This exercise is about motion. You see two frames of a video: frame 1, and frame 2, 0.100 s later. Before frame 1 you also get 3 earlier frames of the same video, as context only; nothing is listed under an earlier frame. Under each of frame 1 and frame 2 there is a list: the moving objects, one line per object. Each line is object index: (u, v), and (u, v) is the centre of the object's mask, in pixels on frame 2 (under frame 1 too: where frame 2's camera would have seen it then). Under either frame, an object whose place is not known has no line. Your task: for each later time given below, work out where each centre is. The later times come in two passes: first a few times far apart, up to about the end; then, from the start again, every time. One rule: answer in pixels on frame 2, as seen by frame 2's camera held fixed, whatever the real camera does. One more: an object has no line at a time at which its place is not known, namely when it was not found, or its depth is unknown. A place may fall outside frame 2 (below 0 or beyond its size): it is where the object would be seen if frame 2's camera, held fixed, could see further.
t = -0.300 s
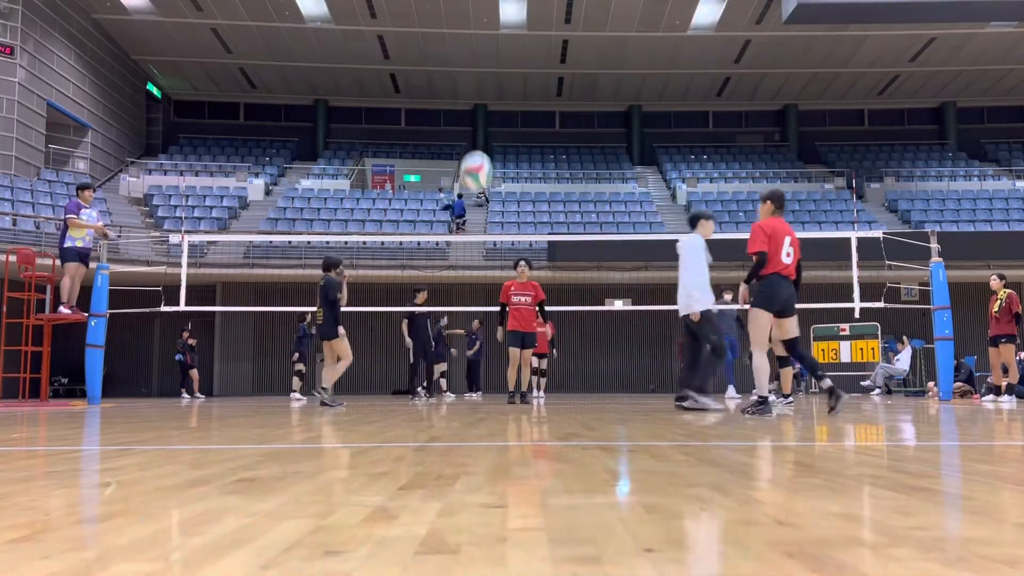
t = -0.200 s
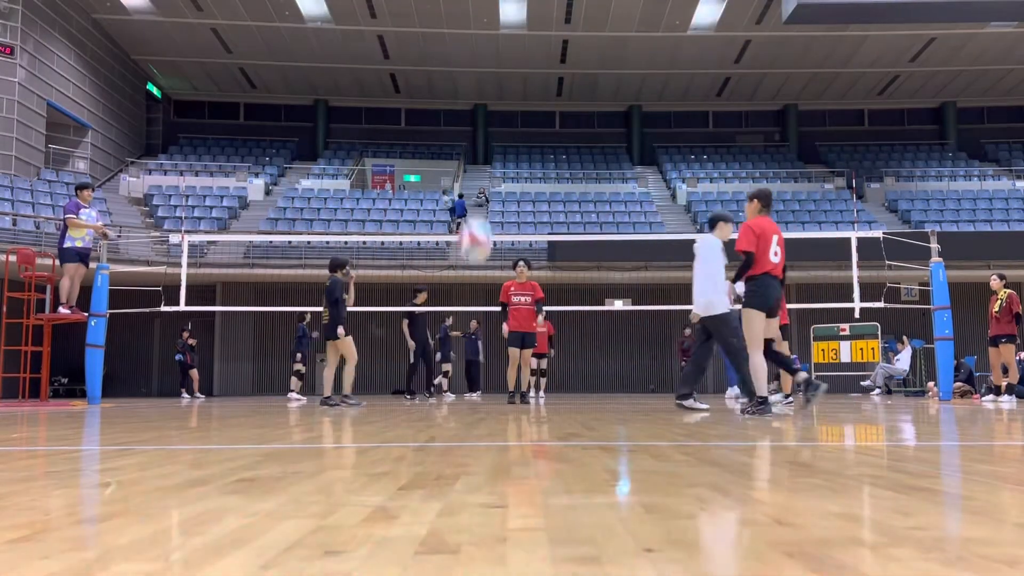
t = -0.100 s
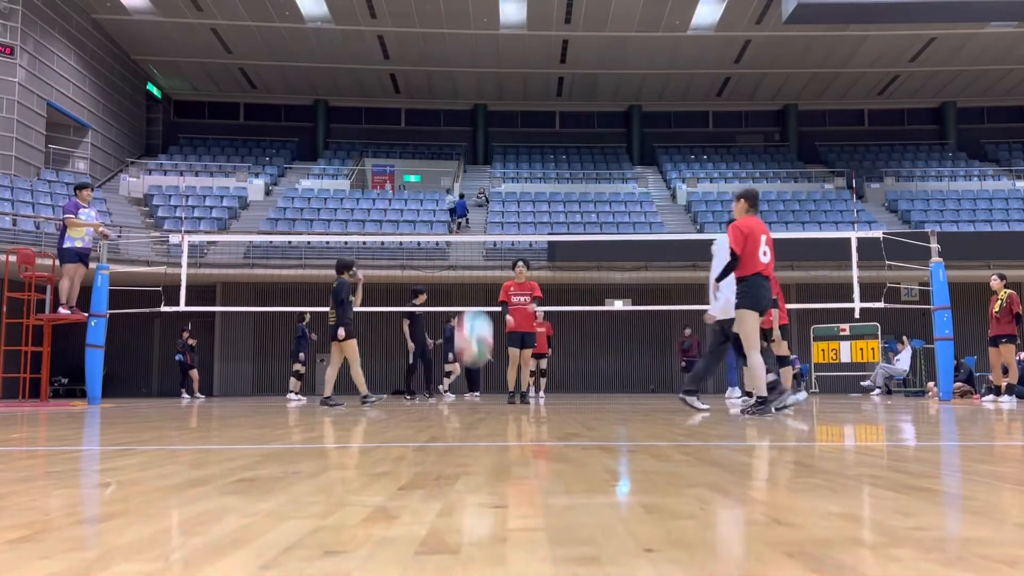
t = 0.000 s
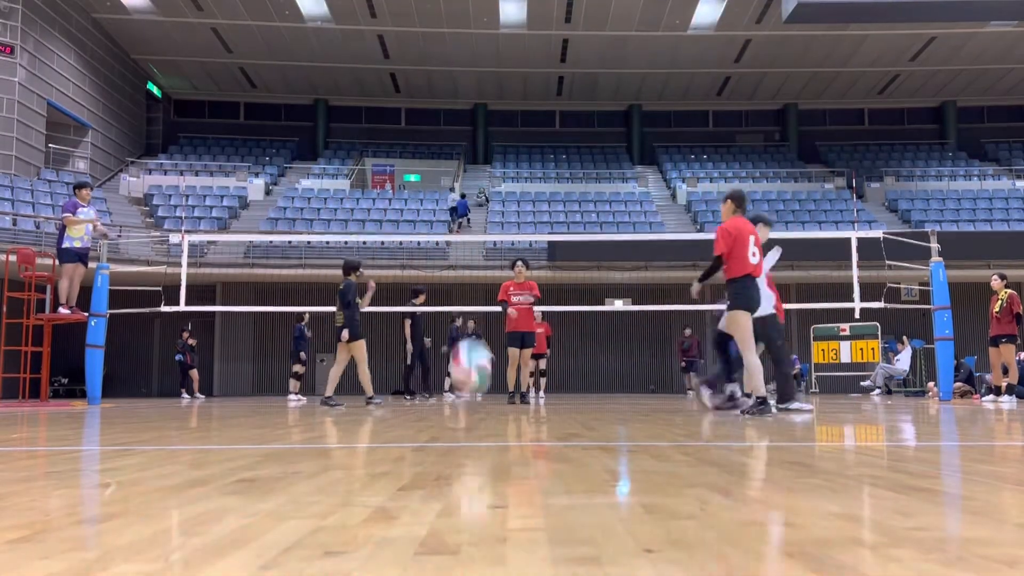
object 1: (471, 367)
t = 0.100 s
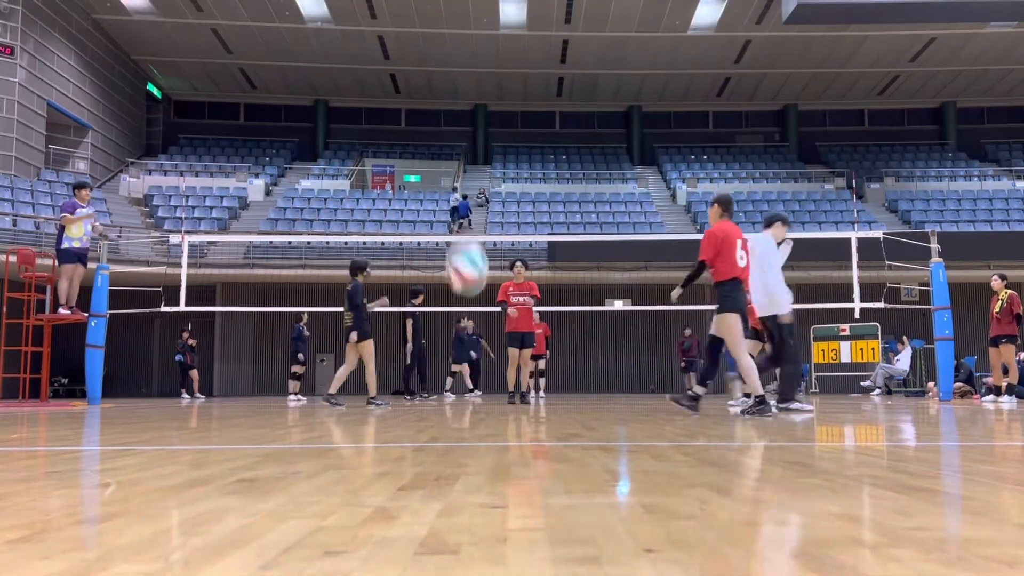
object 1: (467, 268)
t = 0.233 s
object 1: (462, 157)
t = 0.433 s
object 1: (453, 45)
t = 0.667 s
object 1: (443, 18)
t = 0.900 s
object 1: (430, 117)
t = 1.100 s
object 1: (414, 360)
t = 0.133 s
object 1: (465, 237)
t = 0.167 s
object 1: (464, 208)
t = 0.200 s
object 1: (463, 181)
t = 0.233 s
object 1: (462, 157)
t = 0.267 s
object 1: (460, 133)
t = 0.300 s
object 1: (459, 112)
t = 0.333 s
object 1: (457, 93)
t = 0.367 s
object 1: (456, 75)
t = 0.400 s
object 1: (455, 59)
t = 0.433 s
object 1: (453, 45)
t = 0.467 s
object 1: (452, 33)
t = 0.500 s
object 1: (450, 25)
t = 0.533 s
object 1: (449, 20)
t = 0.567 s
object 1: (448, 18)
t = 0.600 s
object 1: (446, 16)
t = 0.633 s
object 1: (444, 16)
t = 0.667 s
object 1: (443, 18)
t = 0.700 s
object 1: (441, 22)
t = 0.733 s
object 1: (439, 27)
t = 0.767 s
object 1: (437, 37)
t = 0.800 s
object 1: (436, 52)
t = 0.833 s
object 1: (433, 70)
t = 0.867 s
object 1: (432, 91)
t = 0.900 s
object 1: (430, 117)
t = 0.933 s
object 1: (428, 146)
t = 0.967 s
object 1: (426, 177)
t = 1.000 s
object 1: (424, 217)
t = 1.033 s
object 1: (420, 263)
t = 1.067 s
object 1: (418, 310)
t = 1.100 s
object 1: (414, 360)
